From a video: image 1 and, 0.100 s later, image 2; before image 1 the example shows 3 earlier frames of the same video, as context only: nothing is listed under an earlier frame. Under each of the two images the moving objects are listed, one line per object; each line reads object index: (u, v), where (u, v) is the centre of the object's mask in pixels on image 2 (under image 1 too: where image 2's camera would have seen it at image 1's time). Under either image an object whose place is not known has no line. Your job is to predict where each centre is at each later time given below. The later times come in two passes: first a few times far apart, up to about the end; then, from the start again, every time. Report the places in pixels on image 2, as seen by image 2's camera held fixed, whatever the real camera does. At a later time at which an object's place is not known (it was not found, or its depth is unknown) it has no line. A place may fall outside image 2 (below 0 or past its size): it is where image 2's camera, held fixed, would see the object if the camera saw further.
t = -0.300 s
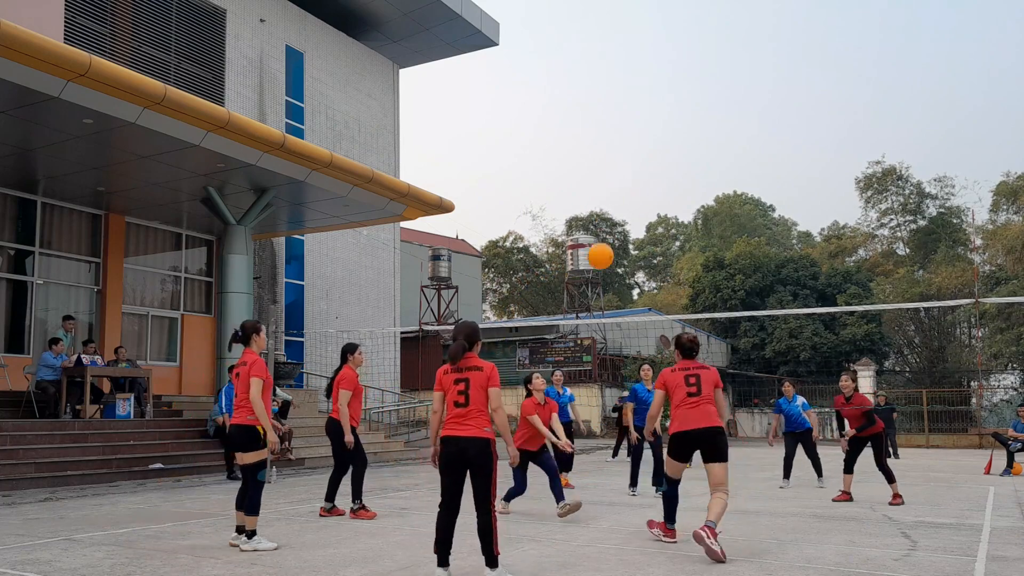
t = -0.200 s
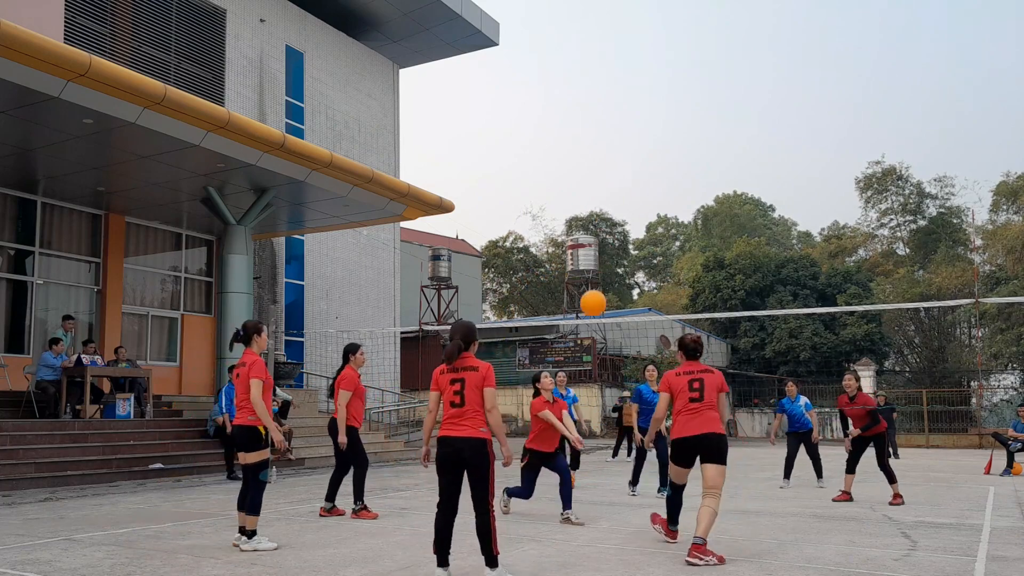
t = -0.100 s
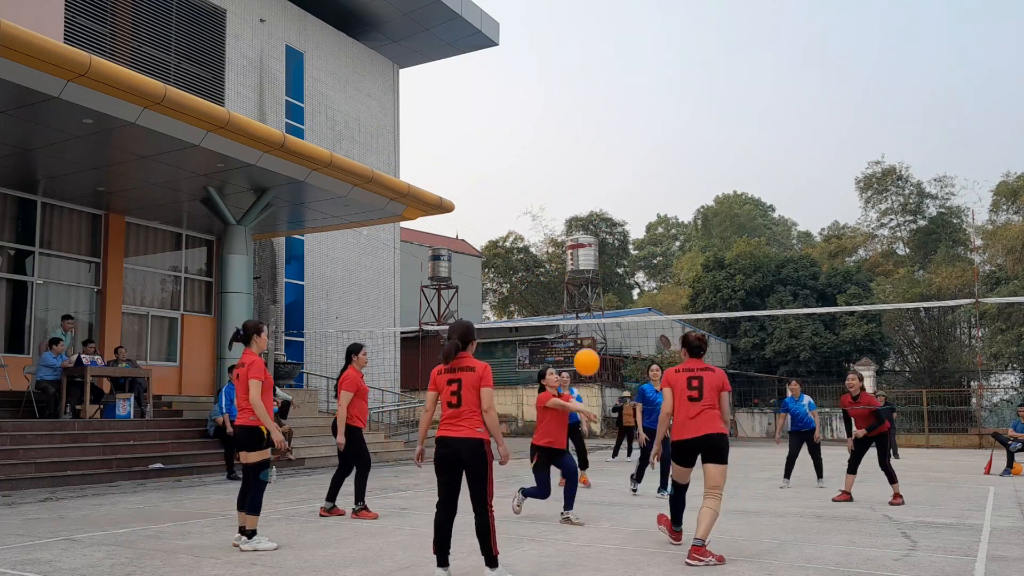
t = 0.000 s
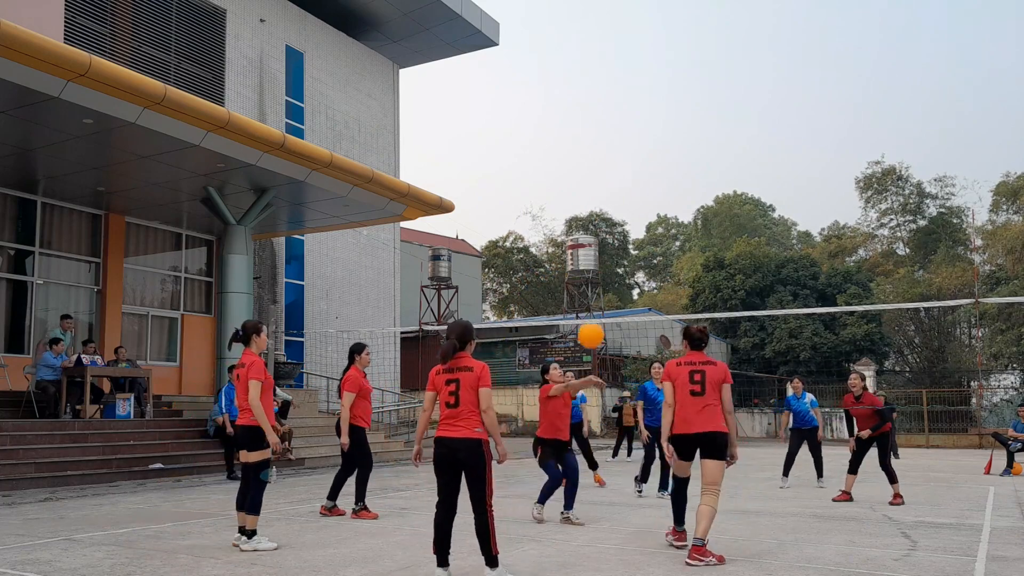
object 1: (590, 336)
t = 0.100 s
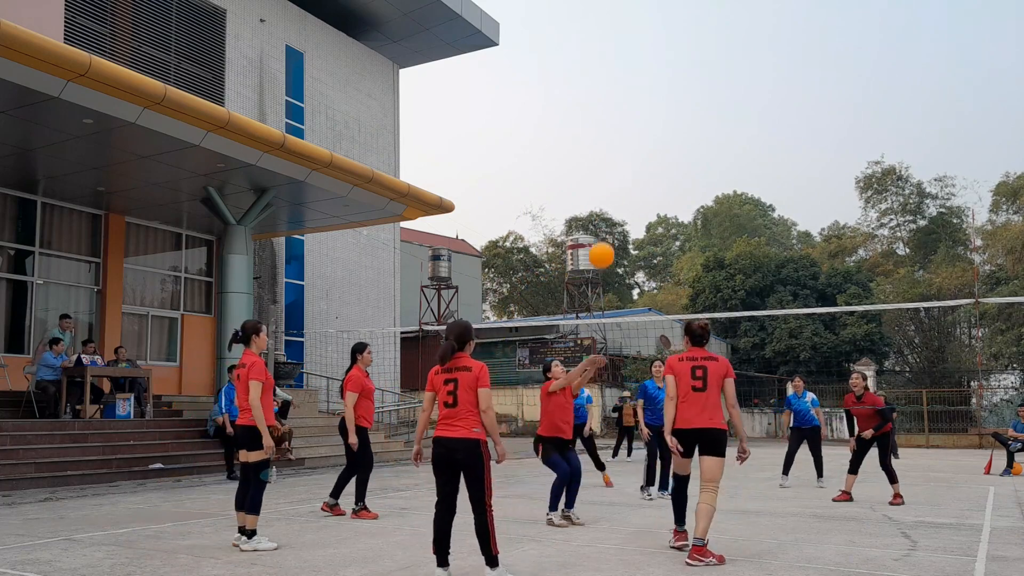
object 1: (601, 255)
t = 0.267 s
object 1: (618, 149)
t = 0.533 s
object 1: (642, 47)
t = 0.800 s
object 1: (665, 21)
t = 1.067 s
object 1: (689, 68)
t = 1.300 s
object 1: (710, 173)
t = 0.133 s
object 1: (605, 231)
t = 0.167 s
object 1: (608, 209)
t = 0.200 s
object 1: (612, 188)
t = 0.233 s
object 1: (615, 168)
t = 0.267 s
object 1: (618, 149)
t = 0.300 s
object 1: (621, 132)
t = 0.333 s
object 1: (624, 116)
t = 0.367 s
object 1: (627, 101)
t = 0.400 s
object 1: (630, 88)
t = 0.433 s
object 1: (633, 76)
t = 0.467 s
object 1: (636, 65)
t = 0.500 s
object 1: (639, 55)
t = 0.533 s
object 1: (642, 47)
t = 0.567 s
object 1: (645, 40)
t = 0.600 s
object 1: (648, 34)
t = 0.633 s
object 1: (651, 29)
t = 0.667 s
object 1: (653, 25)
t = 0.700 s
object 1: (656, 22)
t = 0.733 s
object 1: (659, 21)
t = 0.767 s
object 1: (662, 20)
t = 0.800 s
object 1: (665, 21)
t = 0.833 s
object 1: (668, 23)
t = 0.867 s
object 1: (671, 26)
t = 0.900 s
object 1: (674, 30)
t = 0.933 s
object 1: (677, 35)
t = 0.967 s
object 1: (680, 42)
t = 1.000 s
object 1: (683, 49)
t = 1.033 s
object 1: (686, 58)
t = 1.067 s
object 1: (689, 68)
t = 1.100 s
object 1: (692, 80)
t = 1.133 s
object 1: (695, 92)
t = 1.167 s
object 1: (698, 106)
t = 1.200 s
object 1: (701, 121)
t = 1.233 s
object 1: (704, 137)
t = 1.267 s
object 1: (707, 155)
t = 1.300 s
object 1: (710, 173)
